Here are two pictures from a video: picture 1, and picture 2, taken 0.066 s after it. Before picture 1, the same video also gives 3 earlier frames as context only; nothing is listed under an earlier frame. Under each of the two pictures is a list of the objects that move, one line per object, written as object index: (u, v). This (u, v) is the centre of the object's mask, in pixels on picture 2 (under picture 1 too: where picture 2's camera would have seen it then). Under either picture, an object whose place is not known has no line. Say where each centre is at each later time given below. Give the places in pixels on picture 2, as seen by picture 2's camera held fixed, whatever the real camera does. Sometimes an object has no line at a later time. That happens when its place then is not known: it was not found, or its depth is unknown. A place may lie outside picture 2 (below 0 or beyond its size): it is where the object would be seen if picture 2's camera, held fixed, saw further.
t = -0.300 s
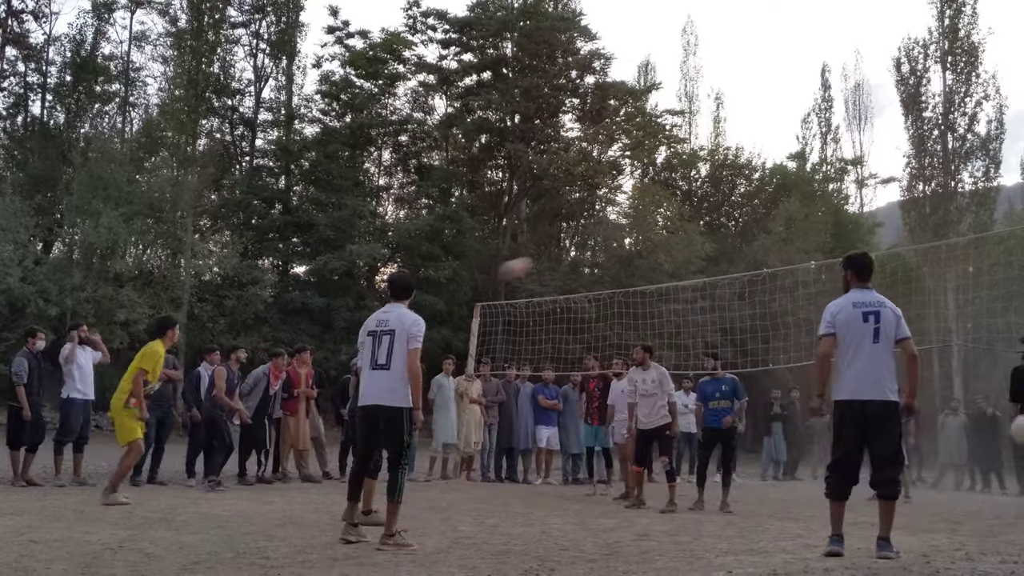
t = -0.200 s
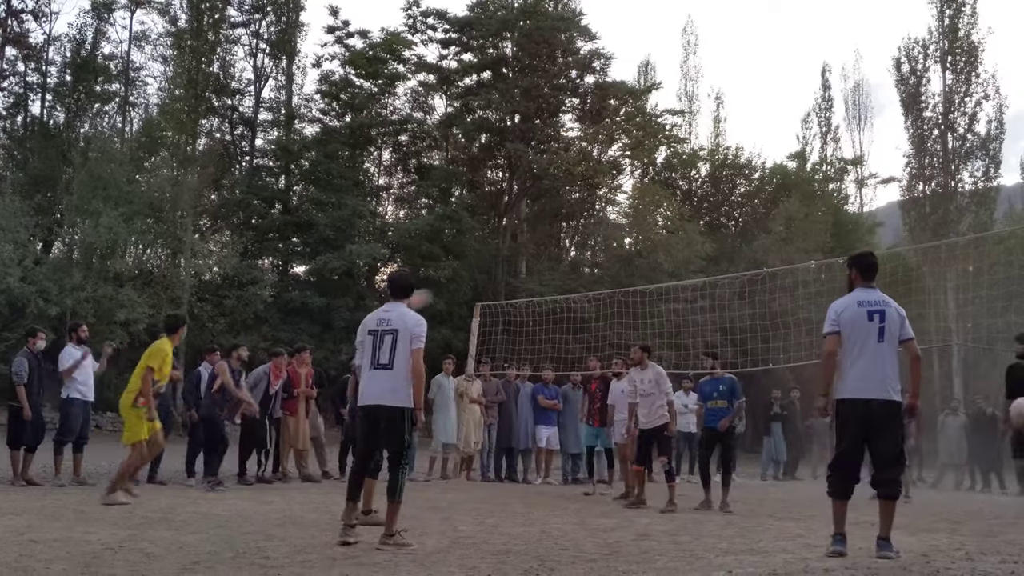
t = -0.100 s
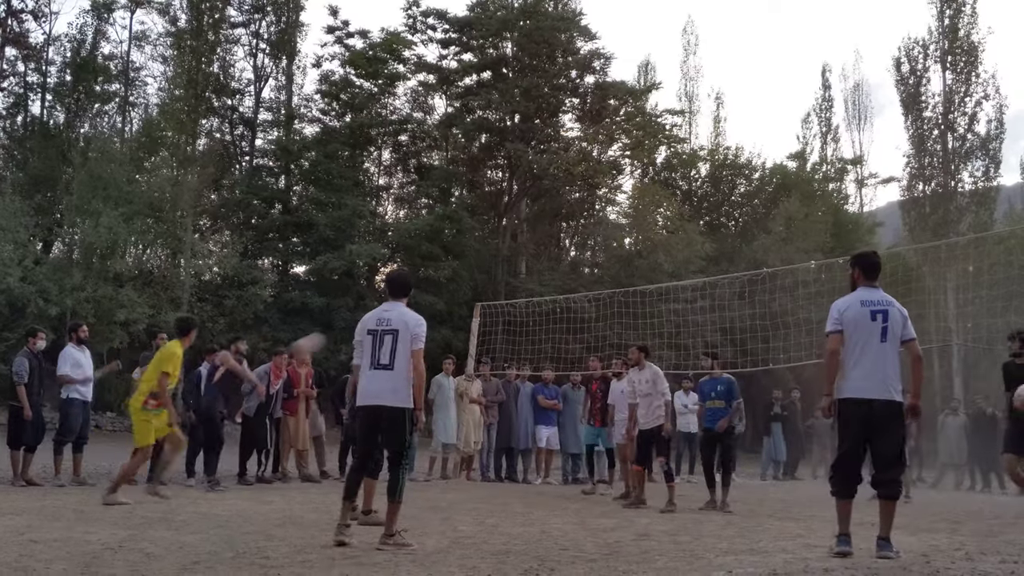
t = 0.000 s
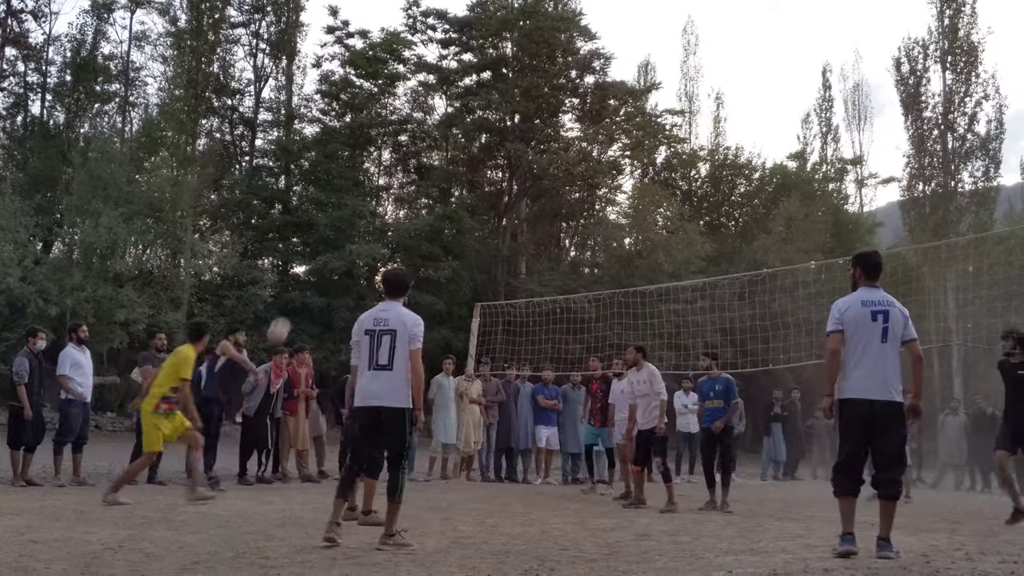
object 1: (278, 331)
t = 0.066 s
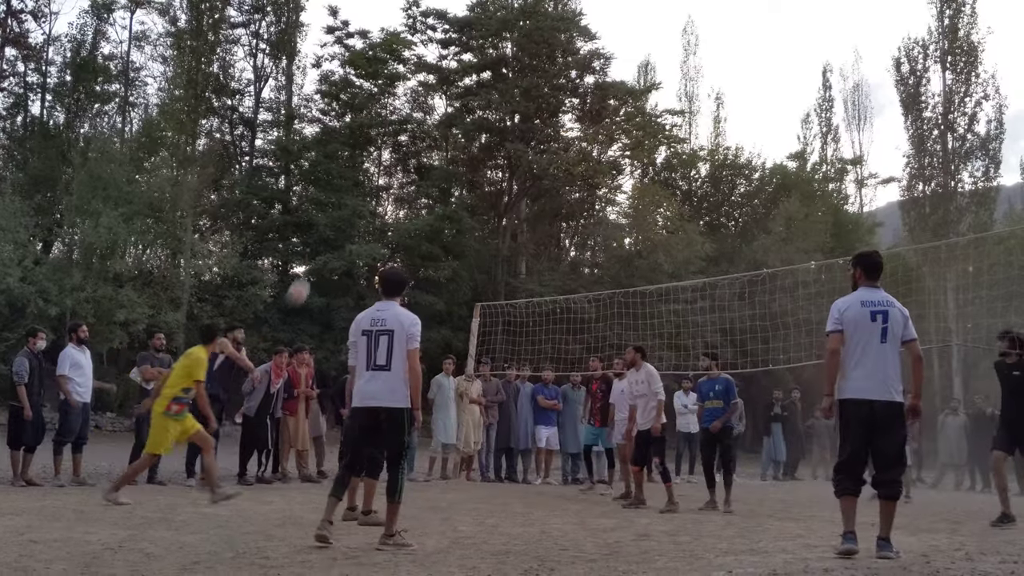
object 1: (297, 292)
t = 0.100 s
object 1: (308, 273)
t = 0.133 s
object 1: (317, 256)
